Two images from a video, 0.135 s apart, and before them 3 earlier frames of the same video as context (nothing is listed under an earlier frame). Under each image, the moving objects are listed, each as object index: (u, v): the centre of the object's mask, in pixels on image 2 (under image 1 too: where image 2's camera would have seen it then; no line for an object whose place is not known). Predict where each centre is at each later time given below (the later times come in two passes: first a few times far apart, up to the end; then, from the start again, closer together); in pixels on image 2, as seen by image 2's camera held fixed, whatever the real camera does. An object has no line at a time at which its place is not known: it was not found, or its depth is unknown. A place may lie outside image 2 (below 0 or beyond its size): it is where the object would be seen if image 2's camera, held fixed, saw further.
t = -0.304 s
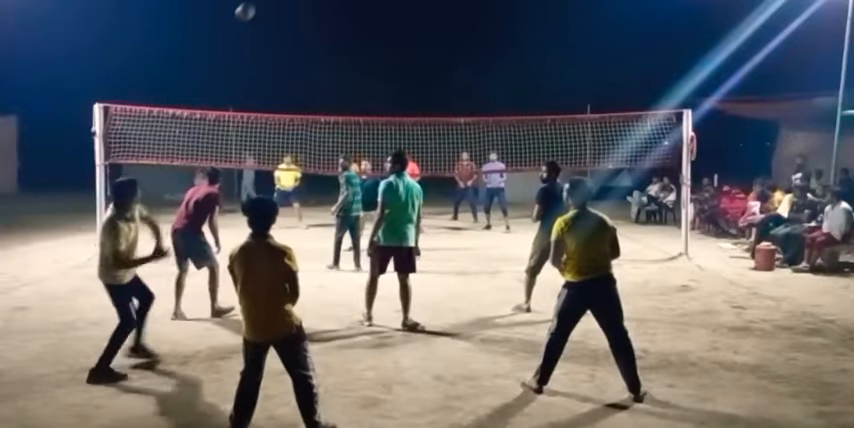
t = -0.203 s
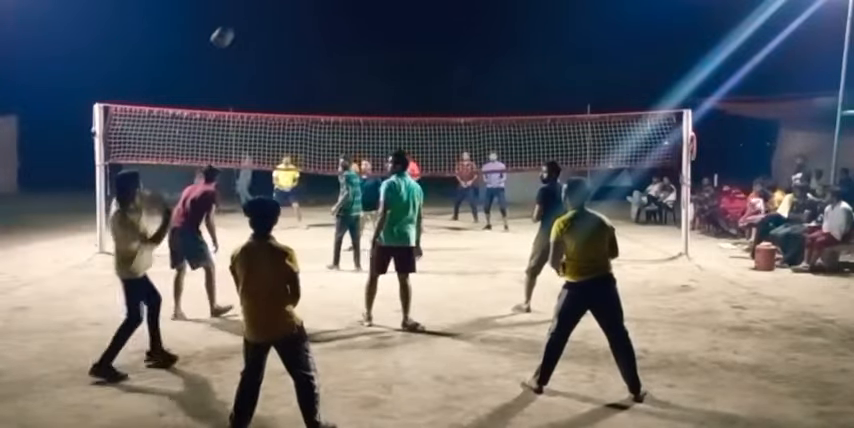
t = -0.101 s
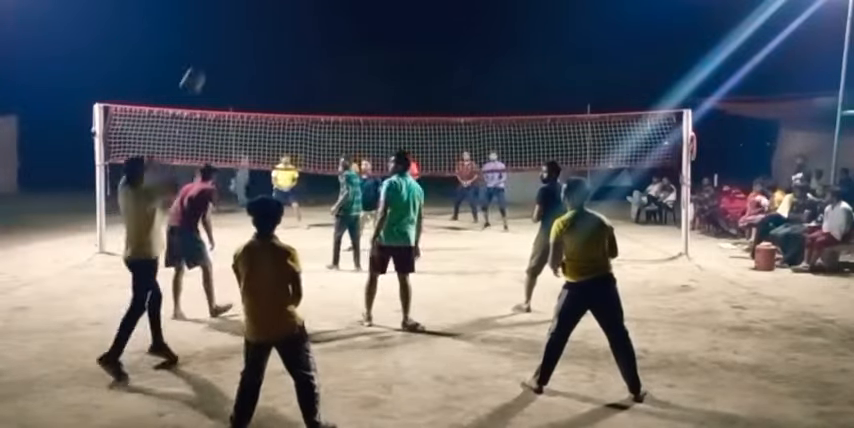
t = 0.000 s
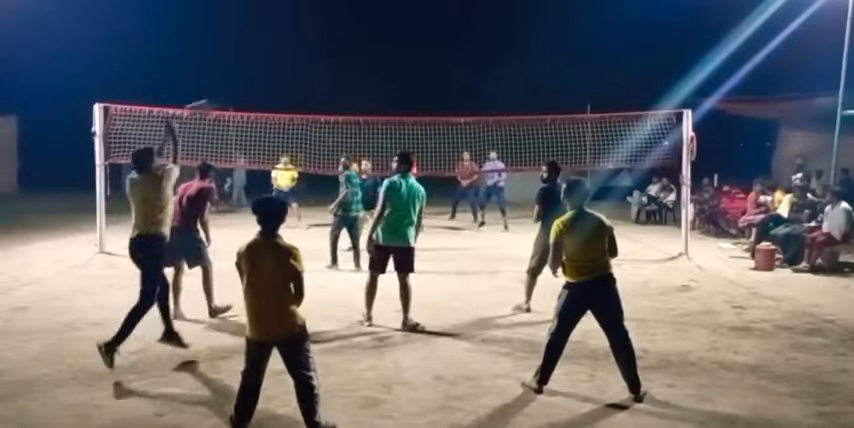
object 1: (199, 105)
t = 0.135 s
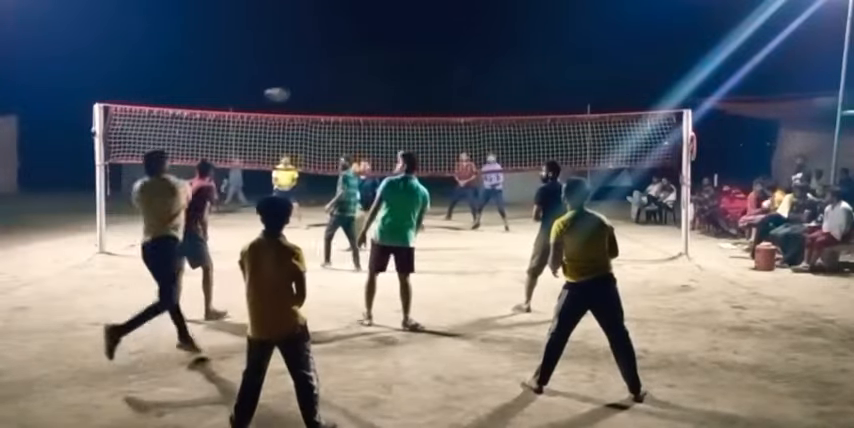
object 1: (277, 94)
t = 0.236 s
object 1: (314, 98)
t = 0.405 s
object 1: (357, 115)
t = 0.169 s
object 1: (291, 95)
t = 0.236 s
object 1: (314, 98)
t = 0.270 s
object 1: (325, 101)
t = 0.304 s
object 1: (334, 104)
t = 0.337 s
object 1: (343, 108)
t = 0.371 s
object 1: (351, 112)
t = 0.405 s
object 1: (357, 115)
